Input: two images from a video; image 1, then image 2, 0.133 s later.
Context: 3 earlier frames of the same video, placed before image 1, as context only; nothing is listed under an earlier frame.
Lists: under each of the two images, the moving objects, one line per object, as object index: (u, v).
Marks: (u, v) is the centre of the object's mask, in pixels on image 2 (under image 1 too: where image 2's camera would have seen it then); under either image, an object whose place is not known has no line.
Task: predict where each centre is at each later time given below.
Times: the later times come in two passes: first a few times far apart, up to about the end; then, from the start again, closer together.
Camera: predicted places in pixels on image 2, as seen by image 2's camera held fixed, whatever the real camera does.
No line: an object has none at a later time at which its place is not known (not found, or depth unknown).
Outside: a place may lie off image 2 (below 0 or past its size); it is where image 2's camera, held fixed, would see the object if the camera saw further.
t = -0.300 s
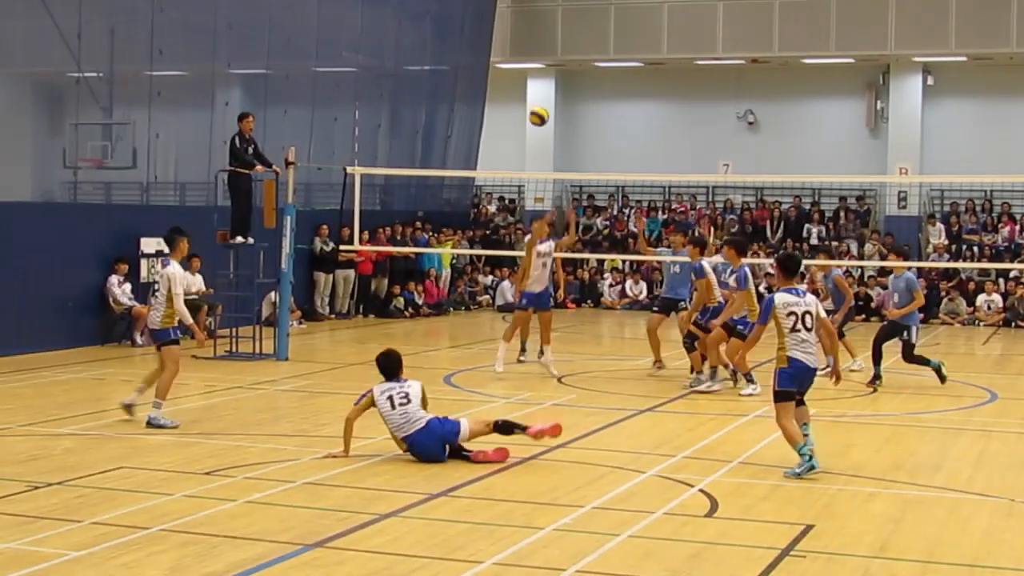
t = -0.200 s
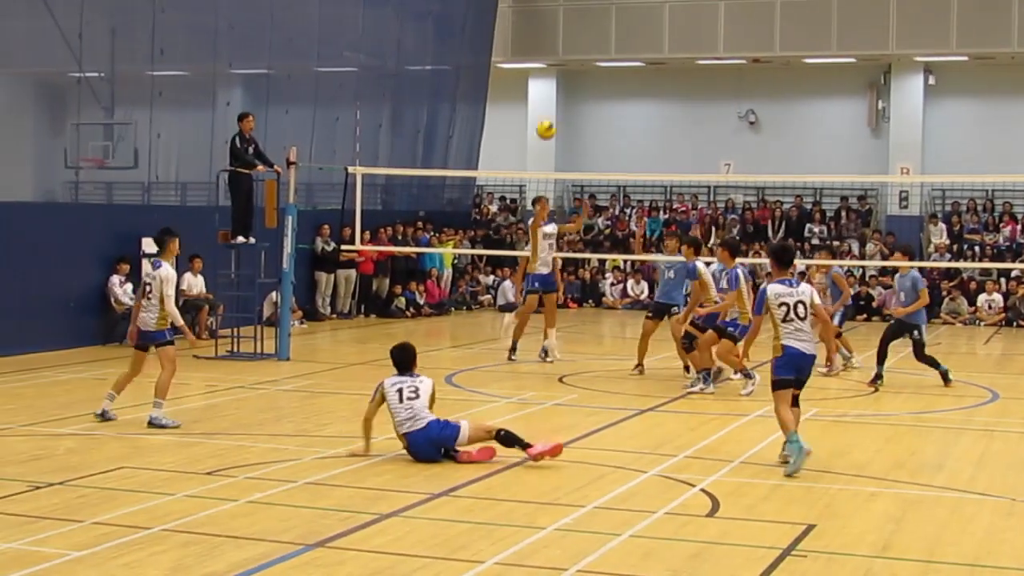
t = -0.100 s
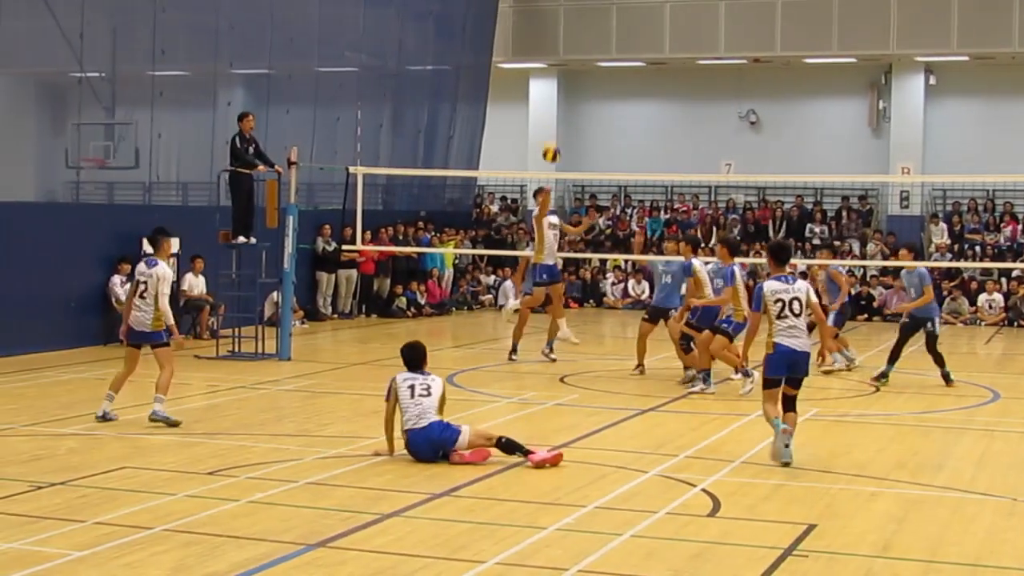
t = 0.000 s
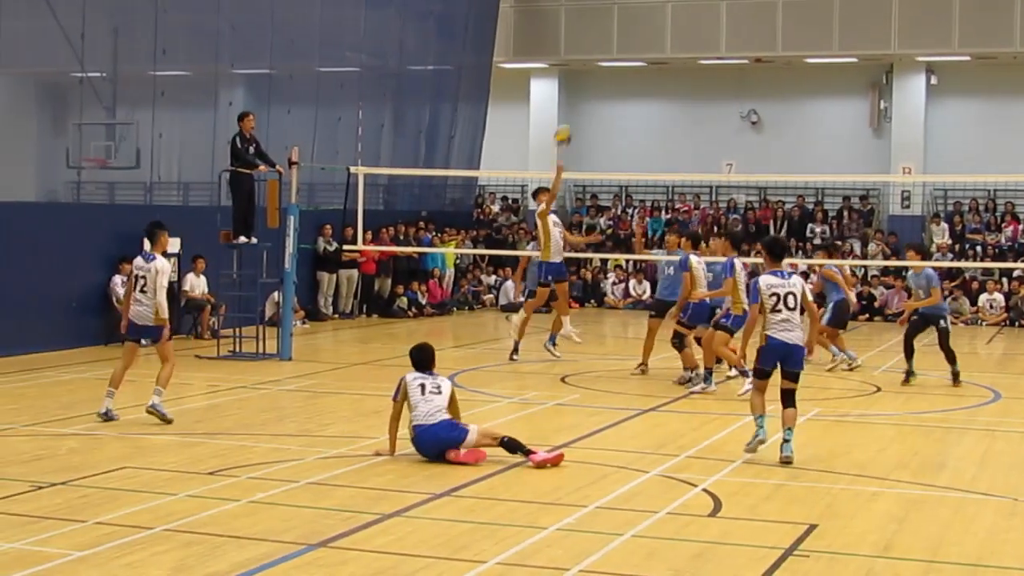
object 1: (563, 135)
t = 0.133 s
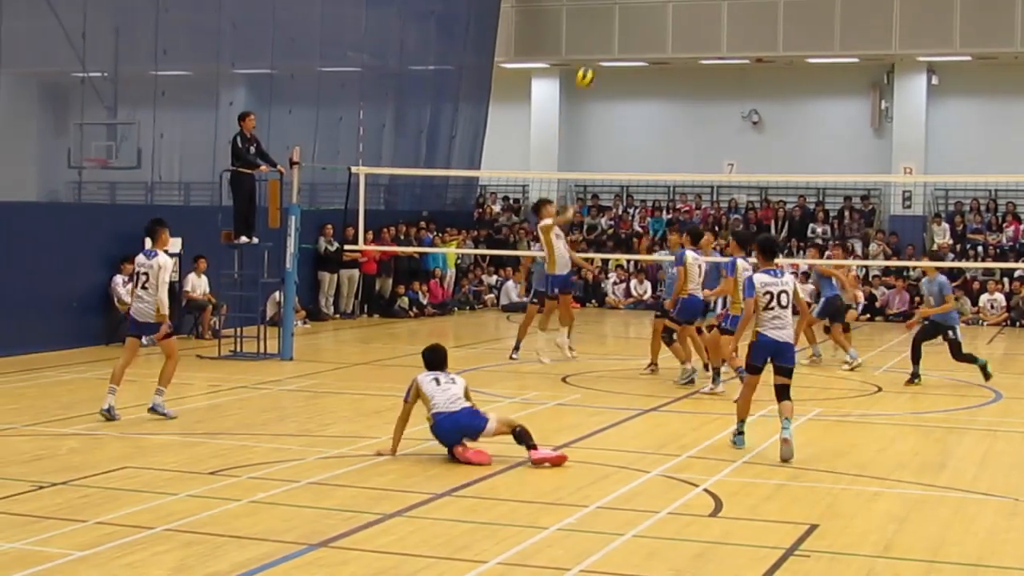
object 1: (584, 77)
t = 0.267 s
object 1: (604, 40)
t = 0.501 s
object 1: (633, 10)
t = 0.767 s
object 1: (661, 26)
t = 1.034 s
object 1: (684, 84)
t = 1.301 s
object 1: (701, 180)
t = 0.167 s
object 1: (589, 67)
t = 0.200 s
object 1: (594, 56)
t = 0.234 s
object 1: (598, 47)
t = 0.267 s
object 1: (604, 40)
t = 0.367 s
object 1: (617, 21)
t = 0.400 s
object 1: (621, 17)
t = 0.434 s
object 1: (625, 15)
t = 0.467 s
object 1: (629, 11)
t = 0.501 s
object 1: (633, 10)
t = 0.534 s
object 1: (636, 10)
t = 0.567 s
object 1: (640, 10)
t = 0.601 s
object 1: (643, 11)
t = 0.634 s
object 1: (647, 13)
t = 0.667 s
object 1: (650, 15)
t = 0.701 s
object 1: (654, 19)
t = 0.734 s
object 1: (658, 23)
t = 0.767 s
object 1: (661, 26)
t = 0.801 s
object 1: (665, 33)
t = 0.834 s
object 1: (667, 39)
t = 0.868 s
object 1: (670, 45)
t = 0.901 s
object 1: (673, 51)
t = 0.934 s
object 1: (675, 58)
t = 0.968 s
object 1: (679, 67)
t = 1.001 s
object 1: (681, 75)
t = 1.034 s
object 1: (684, 84)
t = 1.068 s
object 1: (687, 93)
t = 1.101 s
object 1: (689, 103)
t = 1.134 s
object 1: (691, 115)
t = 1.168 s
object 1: (693, 127)
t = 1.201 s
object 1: (696, 140)
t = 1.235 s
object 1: (699, 152)
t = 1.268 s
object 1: (699, 164)
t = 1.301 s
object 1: (701, 180)
